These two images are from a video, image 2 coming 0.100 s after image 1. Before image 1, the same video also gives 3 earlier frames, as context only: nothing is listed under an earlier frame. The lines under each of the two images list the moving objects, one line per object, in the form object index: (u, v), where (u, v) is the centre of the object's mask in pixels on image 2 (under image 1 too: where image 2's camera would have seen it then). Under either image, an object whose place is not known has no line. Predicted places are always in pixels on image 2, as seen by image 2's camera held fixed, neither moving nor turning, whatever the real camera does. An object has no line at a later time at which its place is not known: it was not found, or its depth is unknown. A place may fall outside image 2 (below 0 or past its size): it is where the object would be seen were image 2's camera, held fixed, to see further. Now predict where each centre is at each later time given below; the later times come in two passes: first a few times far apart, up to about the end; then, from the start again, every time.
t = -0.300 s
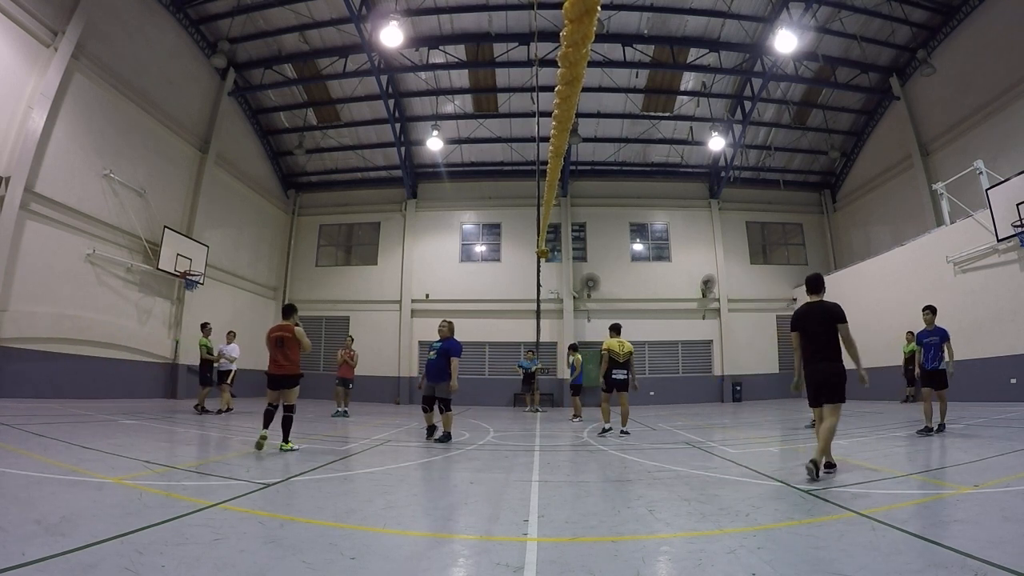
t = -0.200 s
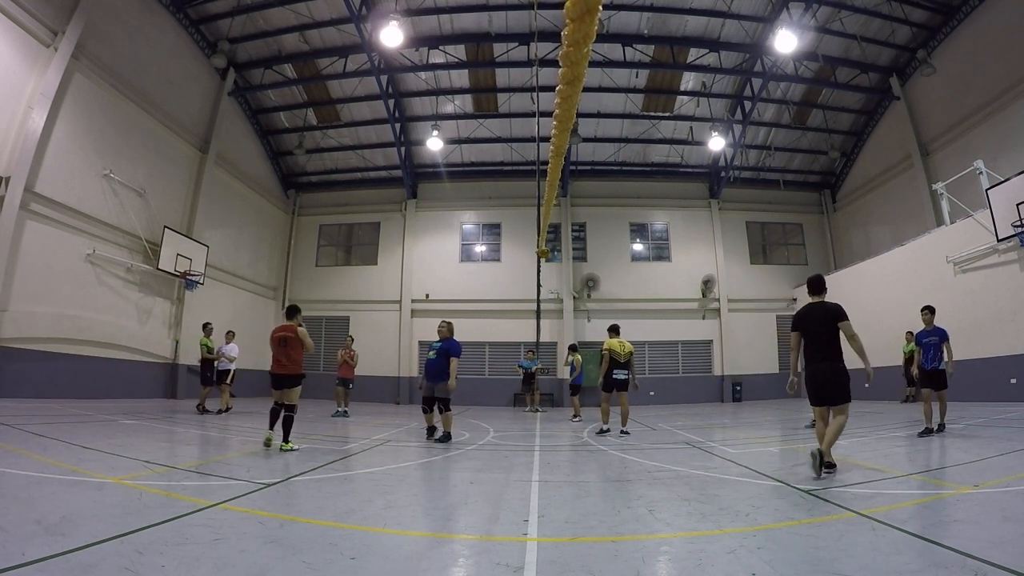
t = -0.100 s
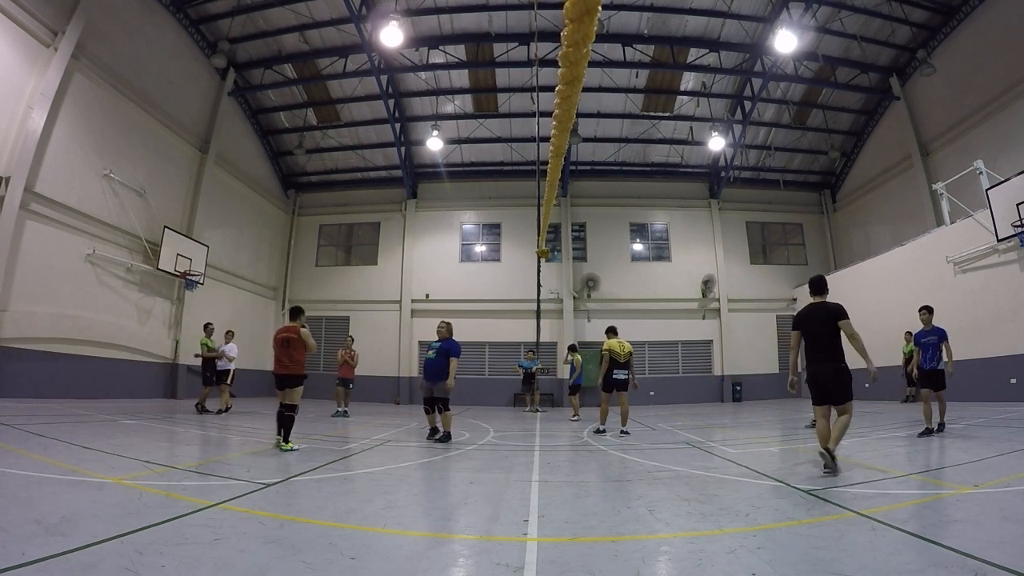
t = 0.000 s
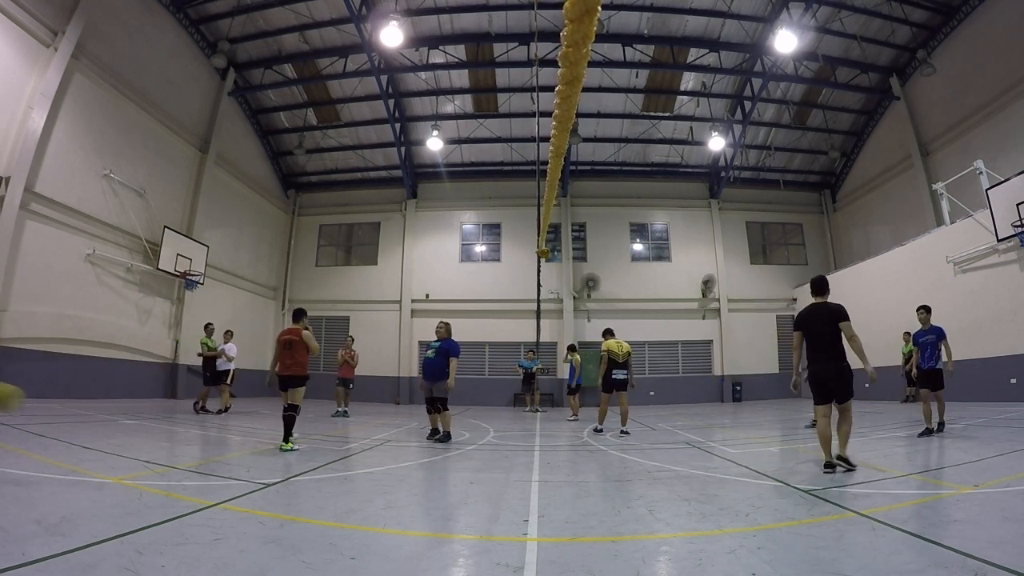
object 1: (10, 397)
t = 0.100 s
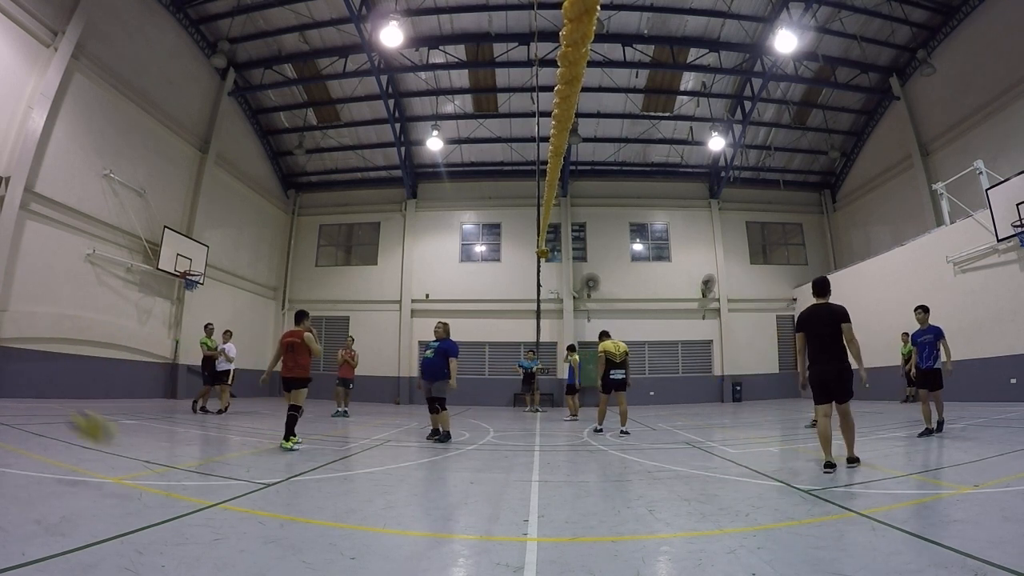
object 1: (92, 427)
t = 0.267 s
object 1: (260, 476)
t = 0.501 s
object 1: (435, 434)
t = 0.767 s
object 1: (601, 471)
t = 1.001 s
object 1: (707, 429)
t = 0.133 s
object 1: (124, 441)
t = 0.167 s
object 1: (160, 454)
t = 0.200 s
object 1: (195, 469)
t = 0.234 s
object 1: (232, 485)
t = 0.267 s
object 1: (260, 476)
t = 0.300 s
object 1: (283, 469)
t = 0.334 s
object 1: (306, 460)
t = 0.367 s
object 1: (335, 449)
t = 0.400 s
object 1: (360, 446)
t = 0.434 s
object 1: (385, 442)
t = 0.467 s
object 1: (408, 437)
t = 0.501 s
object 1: (435, 434)
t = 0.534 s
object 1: (460, 435)
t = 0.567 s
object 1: (480, 437)
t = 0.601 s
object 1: (501, 439)
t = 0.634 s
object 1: (523, 442)
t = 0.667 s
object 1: (546, 450)
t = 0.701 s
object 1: (564, 455)
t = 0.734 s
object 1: (582, 463)
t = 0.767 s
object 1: (601, 471)
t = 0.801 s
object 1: (617, 476)
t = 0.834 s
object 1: (637, 463)
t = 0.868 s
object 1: (651, 453)
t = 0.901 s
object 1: (666, 446)
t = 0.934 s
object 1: (680, 439)
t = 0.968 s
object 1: (694, 434)
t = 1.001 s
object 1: (707, 429)
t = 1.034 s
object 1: (720, 427)
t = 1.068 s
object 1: (732, 427)
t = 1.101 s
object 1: (744, 426)
